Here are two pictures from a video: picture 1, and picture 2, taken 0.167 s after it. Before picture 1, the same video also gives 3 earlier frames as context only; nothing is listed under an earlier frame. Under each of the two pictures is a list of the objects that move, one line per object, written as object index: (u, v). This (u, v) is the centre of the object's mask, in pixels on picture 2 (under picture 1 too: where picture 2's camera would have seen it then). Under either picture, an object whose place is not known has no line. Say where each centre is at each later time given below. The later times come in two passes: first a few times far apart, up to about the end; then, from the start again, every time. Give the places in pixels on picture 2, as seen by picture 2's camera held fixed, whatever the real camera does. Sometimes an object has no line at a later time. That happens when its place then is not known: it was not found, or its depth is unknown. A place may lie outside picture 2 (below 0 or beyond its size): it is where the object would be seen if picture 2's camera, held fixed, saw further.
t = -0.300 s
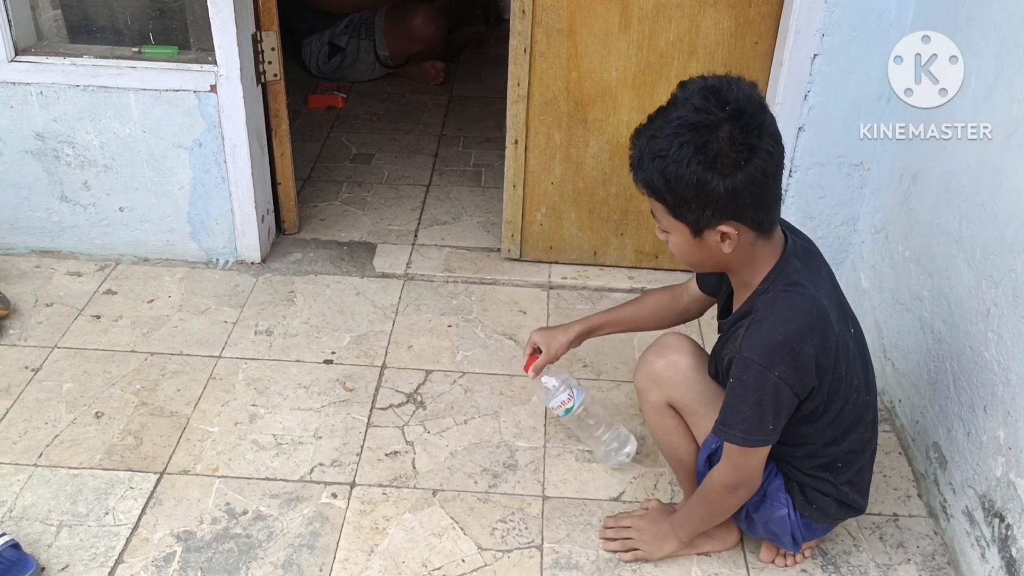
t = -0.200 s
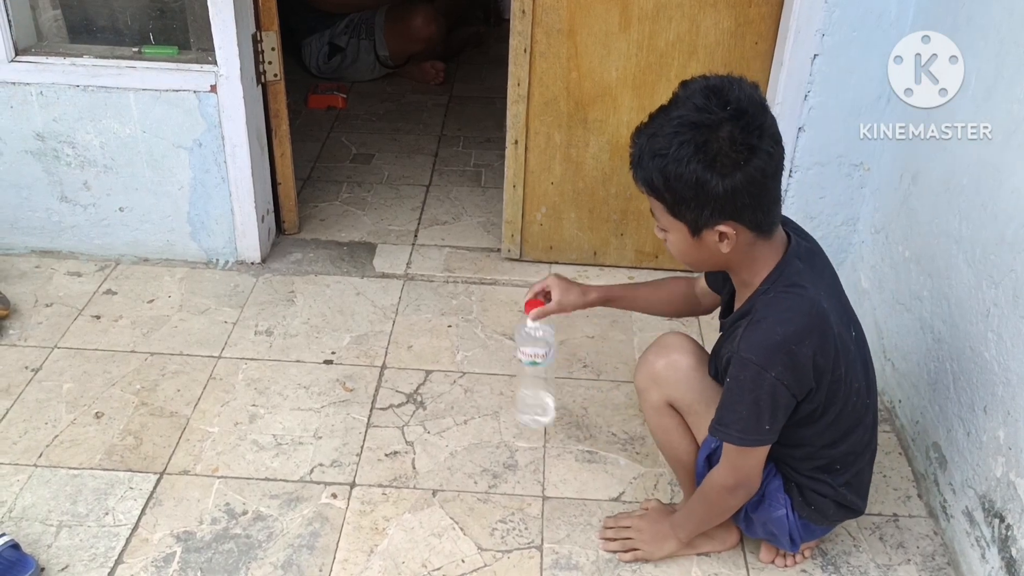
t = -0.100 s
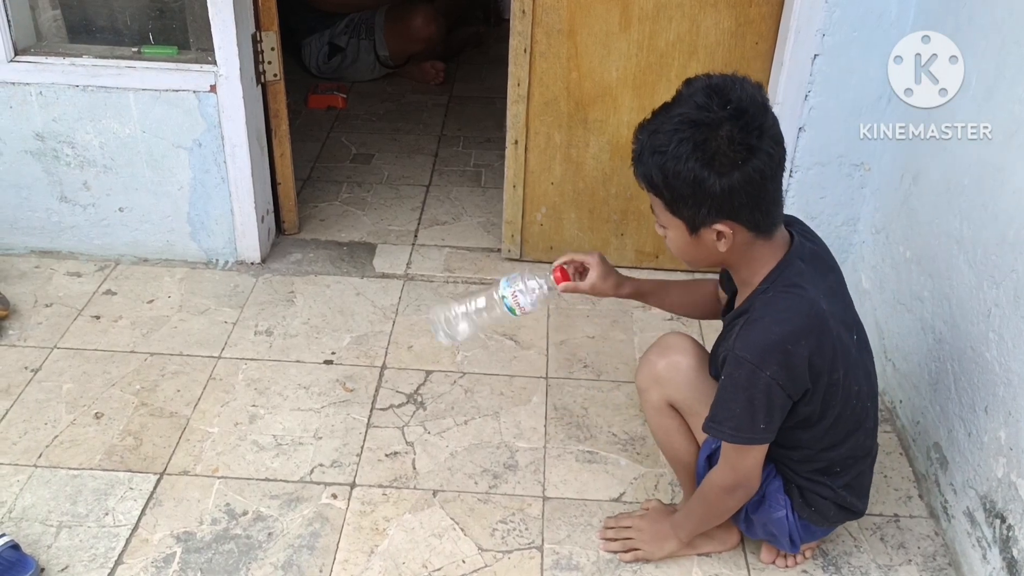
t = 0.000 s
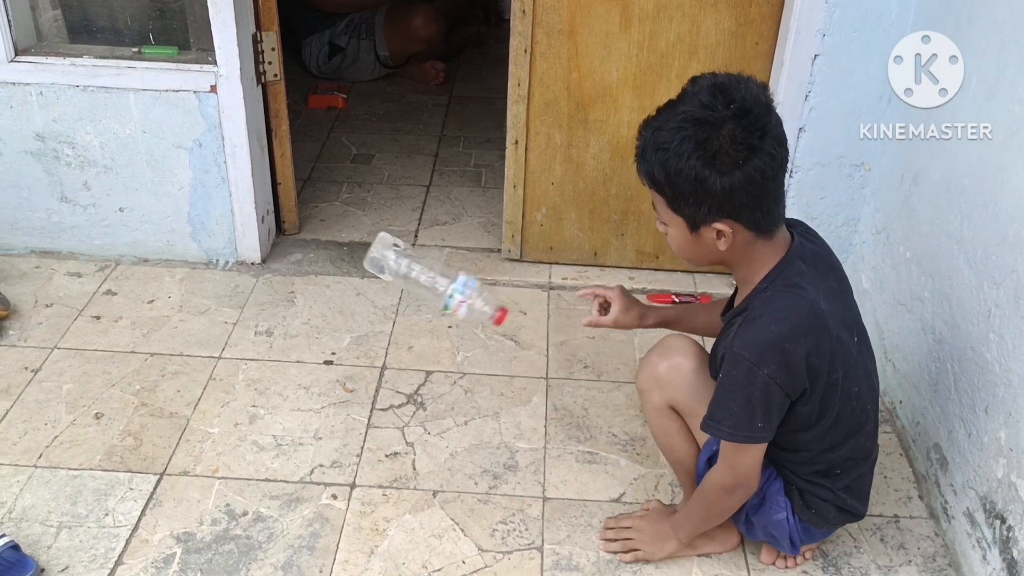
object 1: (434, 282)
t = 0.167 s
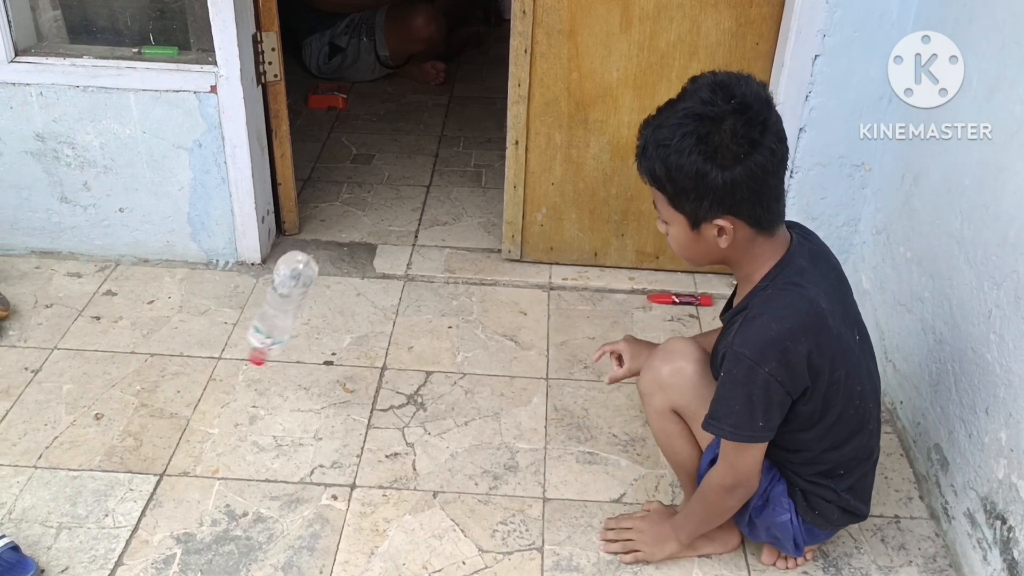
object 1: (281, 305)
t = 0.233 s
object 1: (233, 342)
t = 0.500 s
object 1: (154, 394)
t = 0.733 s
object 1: (136, 409)
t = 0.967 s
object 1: (133, 414)
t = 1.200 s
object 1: (126, 423)
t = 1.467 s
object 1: (115, 438)
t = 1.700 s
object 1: (105, 445)
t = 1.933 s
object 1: (108, 442)
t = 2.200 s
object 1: (113, 438)
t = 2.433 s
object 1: (114, 438)
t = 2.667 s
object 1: (113, 440)
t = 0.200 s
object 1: (256, 321)
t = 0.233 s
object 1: (233, 342)
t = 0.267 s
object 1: (211, 367)
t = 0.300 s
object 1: (195, 386)
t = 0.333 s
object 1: (194, 384)
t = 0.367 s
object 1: (183, 382)
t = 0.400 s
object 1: (172, 383)
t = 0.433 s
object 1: (162, 390)
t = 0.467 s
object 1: (156, 392)
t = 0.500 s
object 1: (154, 394)
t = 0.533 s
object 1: (151, 397)
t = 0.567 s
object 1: (149, 399)
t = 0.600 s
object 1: (146, 402)
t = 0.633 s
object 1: (142, 404)
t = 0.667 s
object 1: (137, 408)
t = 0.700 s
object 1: (136, 408)
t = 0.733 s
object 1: (136, 409)
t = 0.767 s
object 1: (136, 410)
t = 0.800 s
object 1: (136, 411)
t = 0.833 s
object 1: (136, 411)
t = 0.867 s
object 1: (134, 413)
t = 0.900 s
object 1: (133, 414)
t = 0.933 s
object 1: (134, 414)
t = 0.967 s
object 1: (133, 414)
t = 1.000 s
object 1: (133, 415)
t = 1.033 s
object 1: (132, 417)
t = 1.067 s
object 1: (130, 419)
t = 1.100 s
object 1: (128, 420)
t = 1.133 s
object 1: (128, 421)
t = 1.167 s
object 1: (128, 422)
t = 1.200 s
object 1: (126, 423)
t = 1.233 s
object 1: (126, 424)
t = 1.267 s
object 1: (124, 427)
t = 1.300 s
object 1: (122, 430)
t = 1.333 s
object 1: (121, 432)
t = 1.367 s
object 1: (120, 432)
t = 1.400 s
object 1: (118, 433)
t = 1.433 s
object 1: (116, 435)
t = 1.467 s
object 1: (115, 438)
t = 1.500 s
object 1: (113, 440)
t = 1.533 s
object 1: (110, 441)
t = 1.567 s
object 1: (109, 442)
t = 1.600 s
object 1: (107, 444)
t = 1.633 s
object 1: (106, 445)
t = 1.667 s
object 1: (105, 446)
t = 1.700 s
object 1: (105, 445)
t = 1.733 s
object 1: (104, 446)
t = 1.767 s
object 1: (104, 446)
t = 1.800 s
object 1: (105, 446)
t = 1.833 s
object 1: (105, 445)
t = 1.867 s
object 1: (107, 444)
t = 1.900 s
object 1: (108, 442)
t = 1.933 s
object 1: (108, 442)
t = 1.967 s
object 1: (109, 441)
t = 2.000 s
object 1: (110, 440)
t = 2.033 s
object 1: (111, 440)
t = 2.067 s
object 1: (112, 439)
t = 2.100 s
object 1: (113, 438)
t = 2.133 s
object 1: (112, 438)
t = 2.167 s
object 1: (112, 438)
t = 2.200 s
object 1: (113, 438)
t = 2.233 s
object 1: (113, 438)
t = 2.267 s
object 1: (114, 437)
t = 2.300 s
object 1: (114, 437)
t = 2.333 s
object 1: (114, 438)
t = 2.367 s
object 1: (113, 438)
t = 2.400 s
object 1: (114, 439)
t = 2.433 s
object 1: (114, 438)
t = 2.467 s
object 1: (114, 438)
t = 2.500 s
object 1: (115, 439)
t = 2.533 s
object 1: (114, 439)
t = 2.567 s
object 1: (112, 440)
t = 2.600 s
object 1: (112, 440)
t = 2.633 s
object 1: (113, 440)
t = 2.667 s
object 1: (113, 440)
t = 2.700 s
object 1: (113, 440)
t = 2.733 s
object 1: (113, 441)
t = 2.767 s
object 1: (112, 441)
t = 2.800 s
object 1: (112, 441)
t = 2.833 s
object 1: (112, 441)
